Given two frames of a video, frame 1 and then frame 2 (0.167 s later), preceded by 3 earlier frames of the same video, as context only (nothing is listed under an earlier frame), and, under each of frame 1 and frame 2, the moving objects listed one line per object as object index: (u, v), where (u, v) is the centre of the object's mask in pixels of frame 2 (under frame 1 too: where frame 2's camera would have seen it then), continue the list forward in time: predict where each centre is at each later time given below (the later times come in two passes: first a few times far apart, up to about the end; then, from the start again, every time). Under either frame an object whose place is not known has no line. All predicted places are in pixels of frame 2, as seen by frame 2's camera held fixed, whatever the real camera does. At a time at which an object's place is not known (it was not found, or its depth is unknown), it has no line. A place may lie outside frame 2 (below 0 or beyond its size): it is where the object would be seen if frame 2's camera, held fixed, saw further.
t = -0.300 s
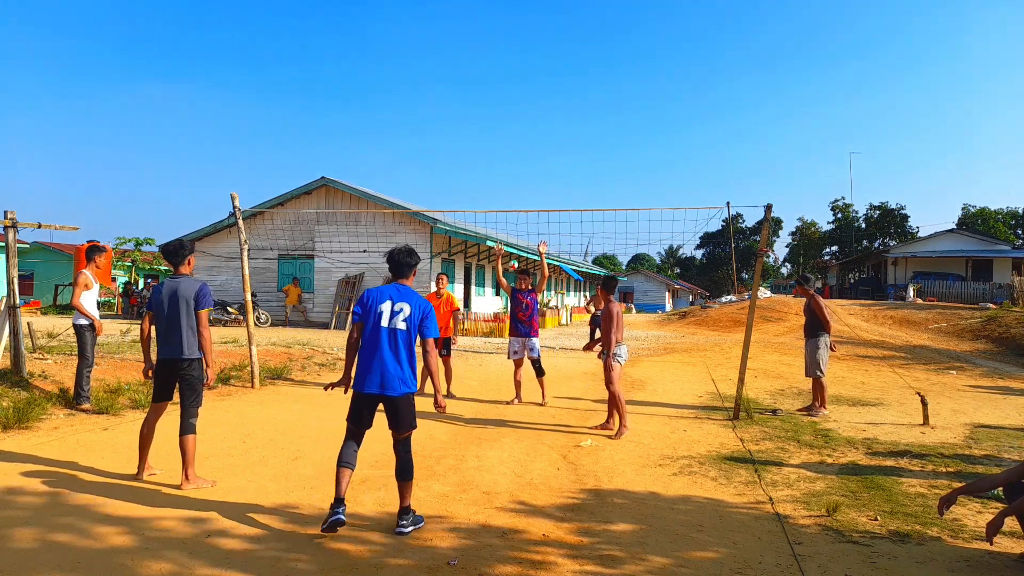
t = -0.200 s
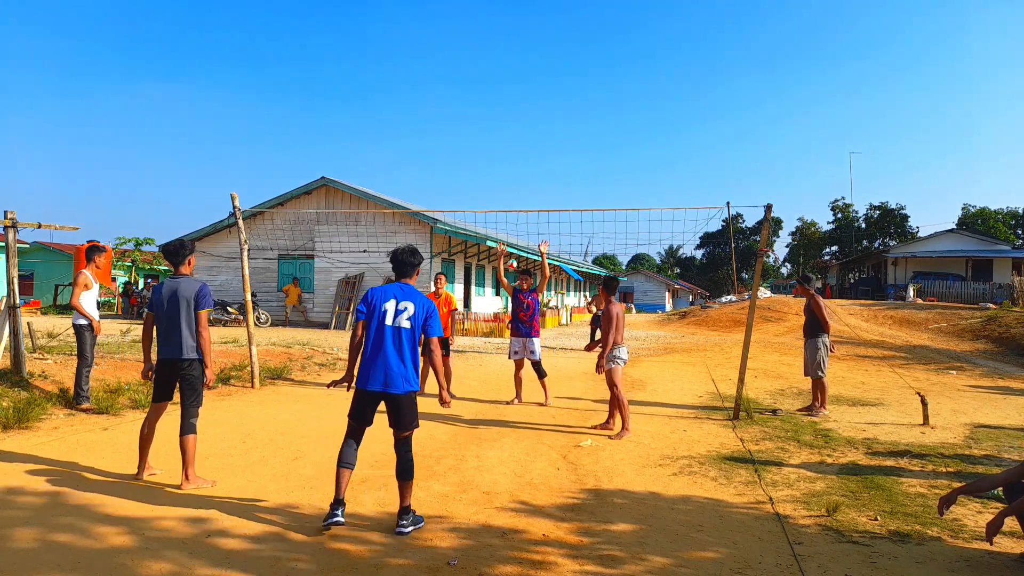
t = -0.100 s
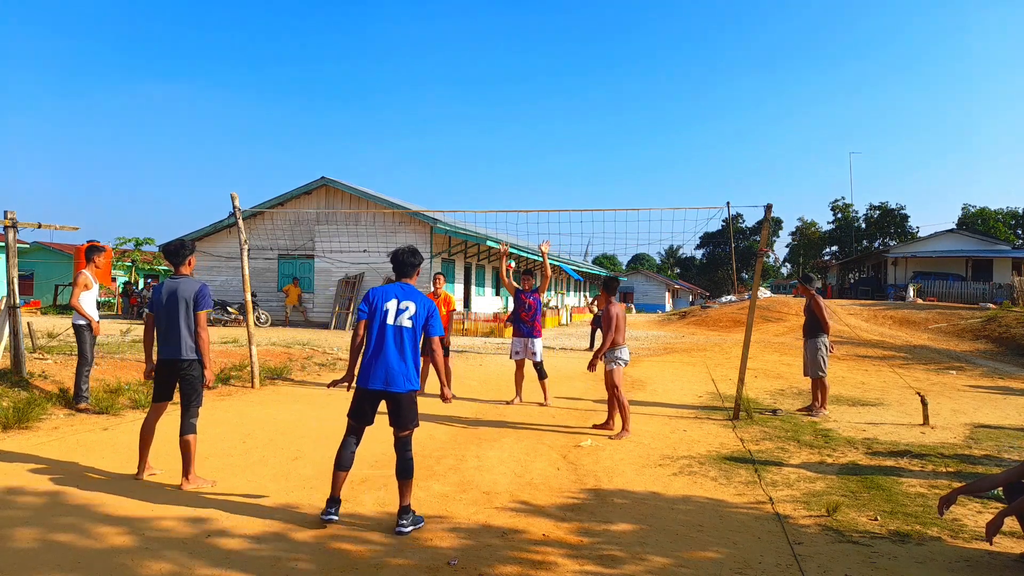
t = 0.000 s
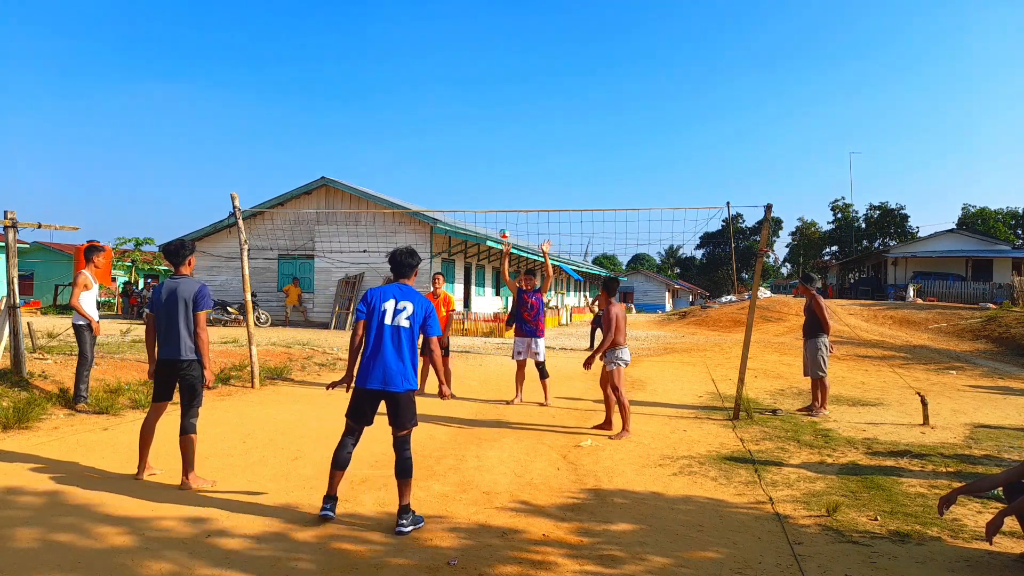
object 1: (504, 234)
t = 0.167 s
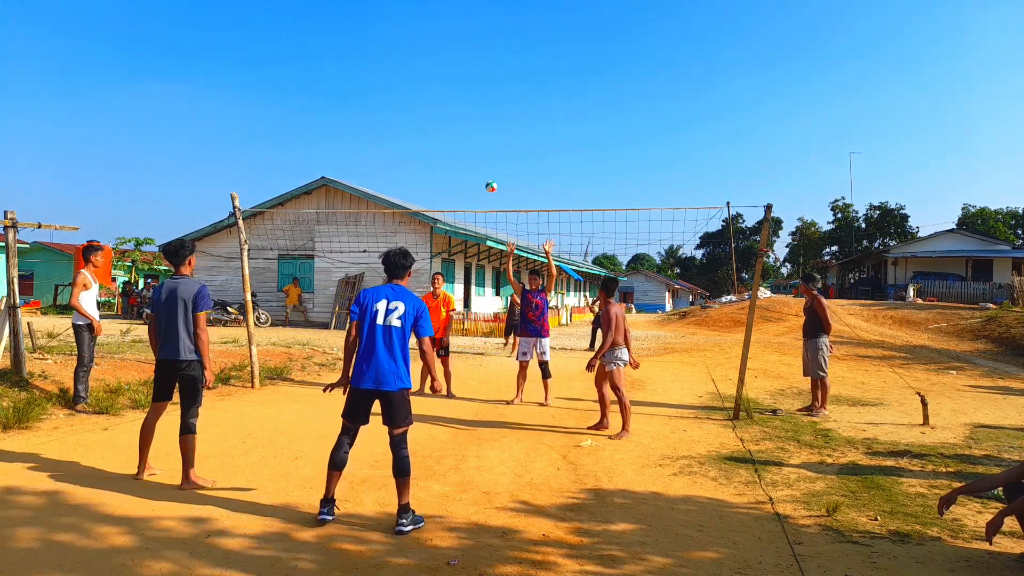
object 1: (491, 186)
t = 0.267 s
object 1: (482, 161)
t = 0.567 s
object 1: (447, 107)
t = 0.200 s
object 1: (488, 178)
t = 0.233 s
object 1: (485, 169)
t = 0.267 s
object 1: (482, 161)
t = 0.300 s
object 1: (479, 153)
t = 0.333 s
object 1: (475, 145)
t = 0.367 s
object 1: (472, 138)
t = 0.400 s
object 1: (468, 132)
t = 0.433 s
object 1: (464, 126)
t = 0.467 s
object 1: (460, 120)
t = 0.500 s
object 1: (456, 115)
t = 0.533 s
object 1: (451, 111)
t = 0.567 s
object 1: (447, 107)
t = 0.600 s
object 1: (443, 104)
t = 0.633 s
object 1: (438, 102)
